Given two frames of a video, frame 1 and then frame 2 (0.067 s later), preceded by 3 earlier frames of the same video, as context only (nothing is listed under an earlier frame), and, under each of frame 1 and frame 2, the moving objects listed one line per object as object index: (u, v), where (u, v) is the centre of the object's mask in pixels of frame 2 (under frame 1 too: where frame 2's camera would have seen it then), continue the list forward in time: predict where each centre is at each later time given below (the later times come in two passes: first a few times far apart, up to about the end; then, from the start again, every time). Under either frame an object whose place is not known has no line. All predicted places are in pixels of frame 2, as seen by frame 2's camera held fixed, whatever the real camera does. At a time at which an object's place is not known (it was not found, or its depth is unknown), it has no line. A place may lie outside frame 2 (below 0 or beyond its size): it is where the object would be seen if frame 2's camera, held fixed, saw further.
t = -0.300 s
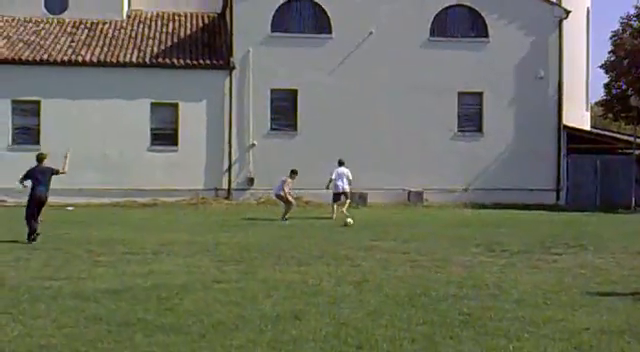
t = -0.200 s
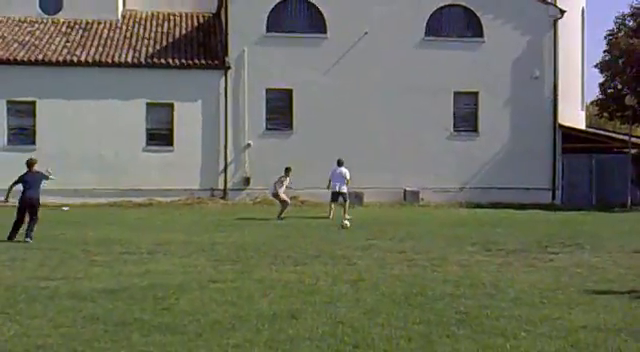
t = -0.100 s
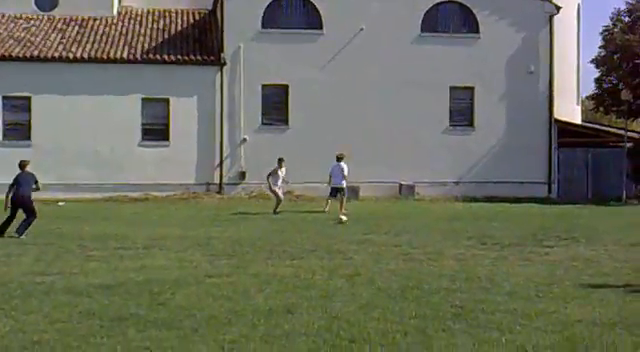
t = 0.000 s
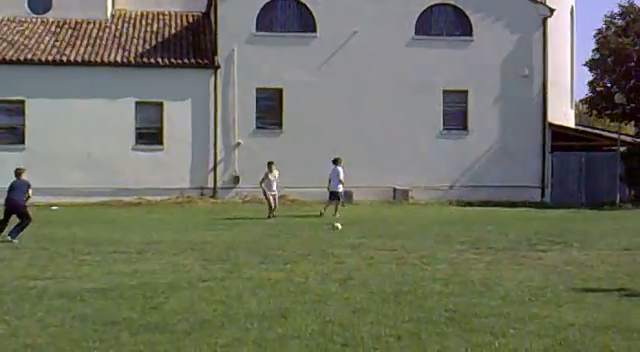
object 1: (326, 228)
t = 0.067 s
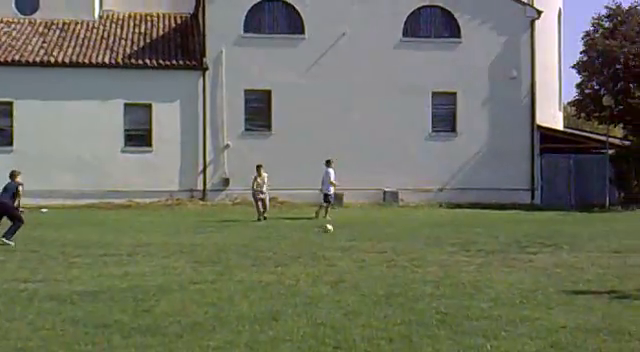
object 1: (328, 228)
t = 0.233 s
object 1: (330, 231)
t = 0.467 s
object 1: (331, 233)
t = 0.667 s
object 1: (333, 235)
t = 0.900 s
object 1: (336, 238)
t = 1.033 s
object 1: (338, 240)
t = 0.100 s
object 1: (328, 228)
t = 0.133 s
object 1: (328, 229)
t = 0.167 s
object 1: (329, 229)
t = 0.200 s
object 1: (330, 230)
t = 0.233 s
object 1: (330, 231)
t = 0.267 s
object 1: (329, 231)
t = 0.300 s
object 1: (330, 231)
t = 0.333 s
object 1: (331, 231)
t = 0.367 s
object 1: (331, 232)
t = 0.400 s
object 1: (331, 232)
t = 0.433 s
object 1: (332, 232)
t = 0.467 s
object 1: (331, 233)
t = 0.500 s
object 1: (331, 234)
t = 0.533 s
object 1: (332, 234)
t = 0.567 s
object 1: (332, 234)
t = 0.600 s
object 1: (333, 234)
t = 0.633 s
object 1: (333, 235)
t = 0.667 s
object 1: (333, 235)
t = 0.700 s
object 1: (334, 236)
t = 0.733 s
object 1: (334, 236)
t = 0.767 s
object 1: (334, 237)
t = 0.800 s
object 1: (335, 237)
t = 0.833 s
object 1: (336, 237)
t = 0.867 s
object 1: (335, 237)
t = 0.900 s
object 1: (336, 238)
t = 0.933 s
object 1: (337, 239)
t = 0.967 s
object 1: (337, 239)
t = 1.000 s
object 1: (339, 241)
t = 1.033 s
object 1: (338, 240)
